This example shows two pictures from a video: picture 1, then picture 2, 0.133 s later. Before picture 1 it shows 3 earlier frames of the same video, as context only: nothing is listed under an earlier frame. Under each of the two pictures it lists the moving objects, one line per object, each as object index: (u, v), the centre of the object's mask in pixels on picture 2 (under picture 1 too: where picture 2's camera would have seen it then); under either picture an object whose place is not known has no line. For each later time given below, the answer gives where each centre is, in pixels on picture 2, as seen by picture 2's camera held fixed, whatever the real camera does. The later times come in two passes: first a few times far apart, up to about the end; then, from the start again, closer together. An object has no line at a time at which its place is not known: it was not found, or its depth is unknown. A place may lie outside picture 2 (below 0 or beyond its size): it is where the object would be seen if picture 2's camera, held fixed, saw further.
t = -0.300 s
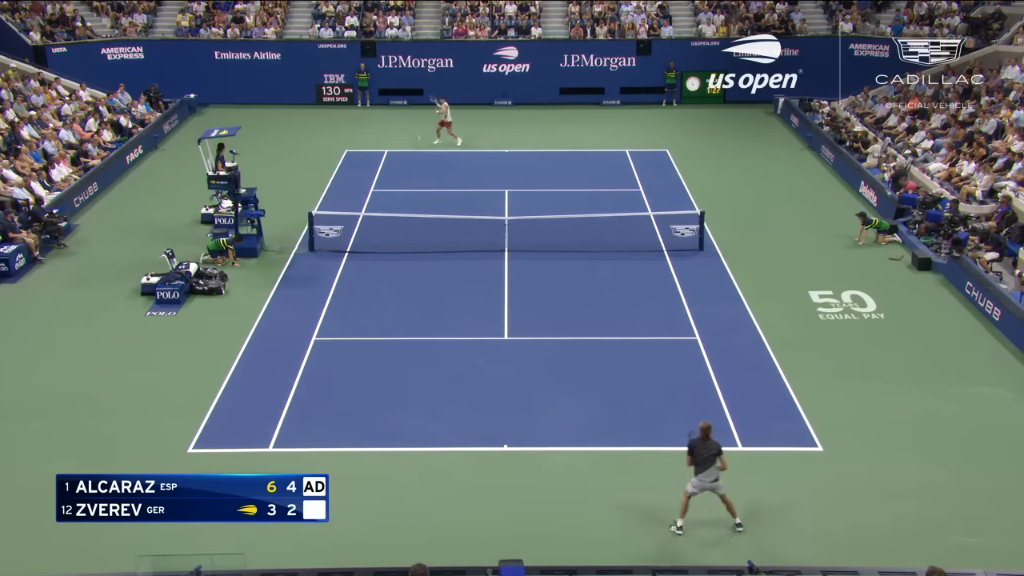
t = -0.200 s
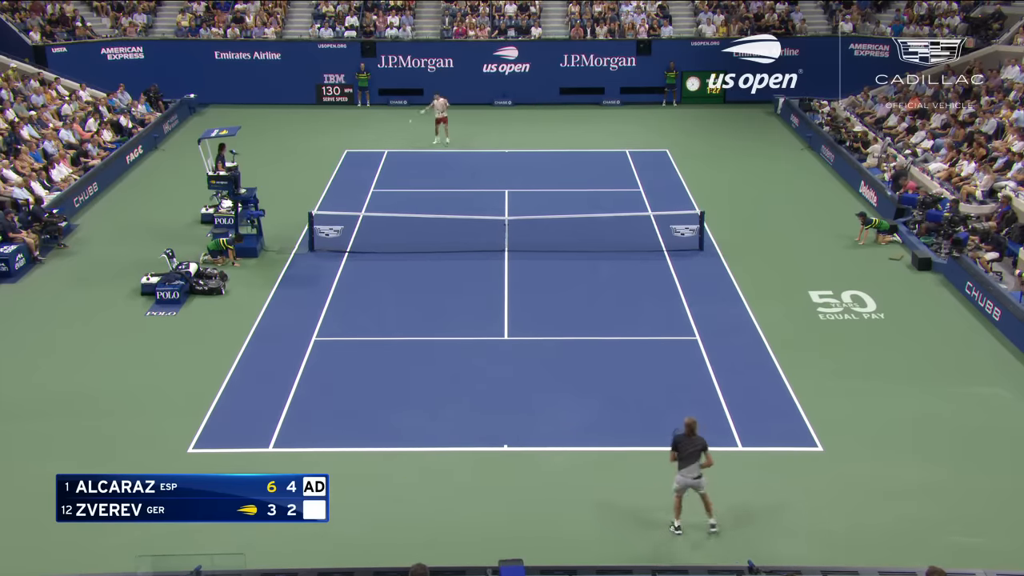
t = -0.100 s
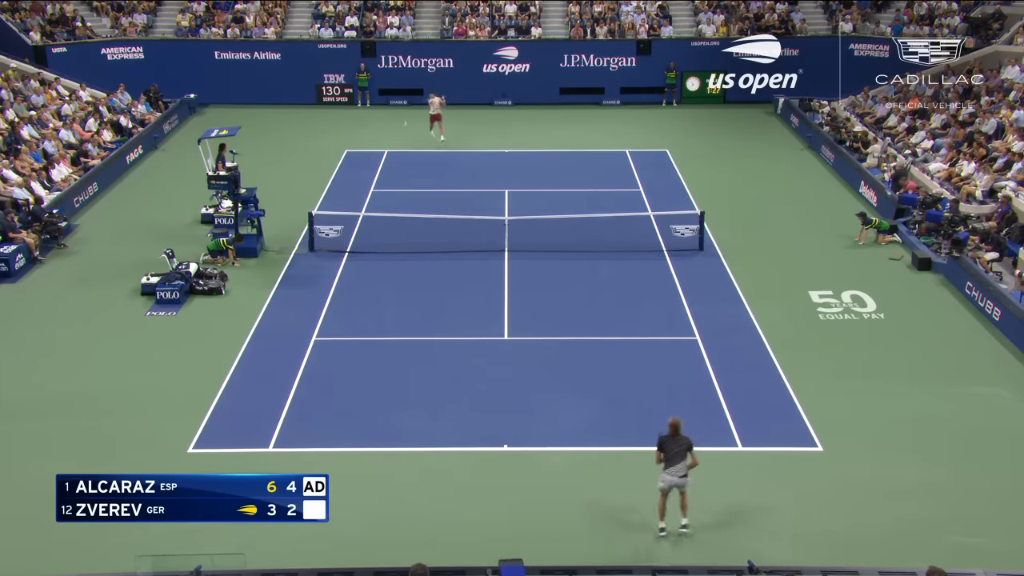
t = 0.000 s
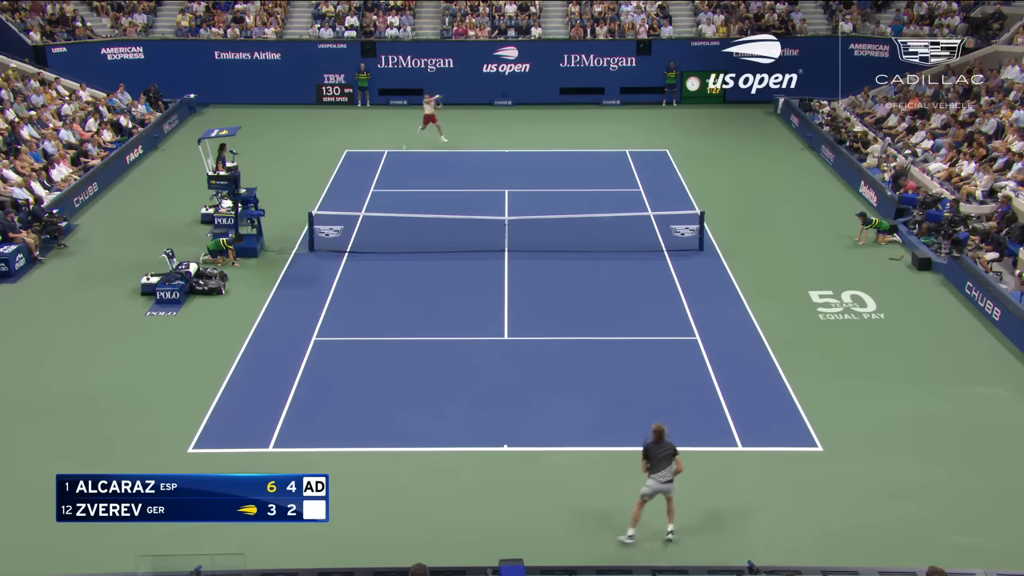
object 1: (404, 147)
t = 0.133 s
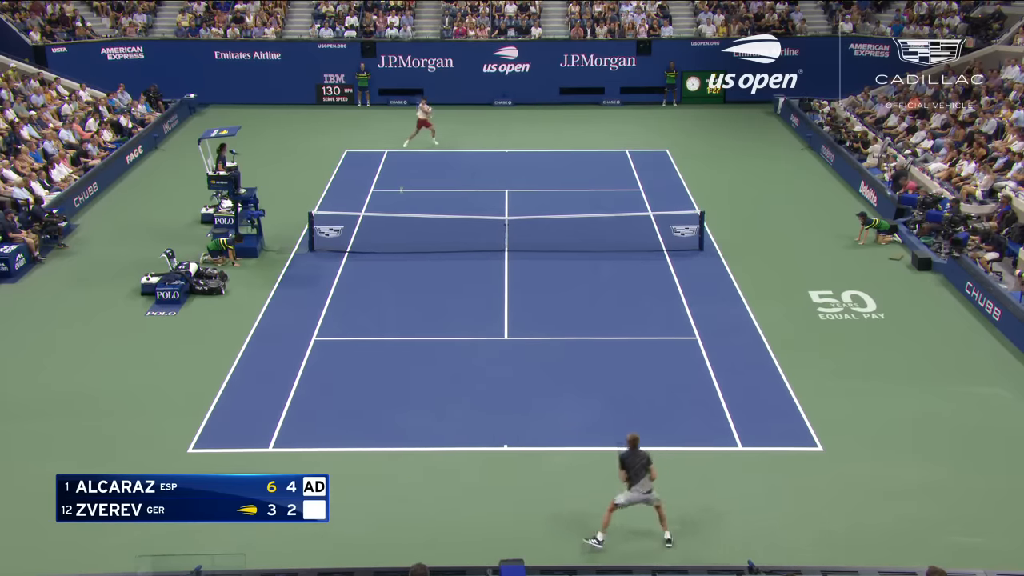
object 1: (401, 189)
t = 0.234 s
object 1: (398, 233)
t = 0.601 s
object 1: (382, 438)
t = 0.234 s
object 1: (398, 233)
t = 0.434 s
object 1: (390, 352)
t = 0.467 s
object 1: (388, 378)
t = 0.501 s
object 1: (386, 405)
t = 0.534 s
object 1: (385, 422)
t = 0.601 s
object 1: (382, 438)
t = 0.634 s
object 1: (381, 446)
